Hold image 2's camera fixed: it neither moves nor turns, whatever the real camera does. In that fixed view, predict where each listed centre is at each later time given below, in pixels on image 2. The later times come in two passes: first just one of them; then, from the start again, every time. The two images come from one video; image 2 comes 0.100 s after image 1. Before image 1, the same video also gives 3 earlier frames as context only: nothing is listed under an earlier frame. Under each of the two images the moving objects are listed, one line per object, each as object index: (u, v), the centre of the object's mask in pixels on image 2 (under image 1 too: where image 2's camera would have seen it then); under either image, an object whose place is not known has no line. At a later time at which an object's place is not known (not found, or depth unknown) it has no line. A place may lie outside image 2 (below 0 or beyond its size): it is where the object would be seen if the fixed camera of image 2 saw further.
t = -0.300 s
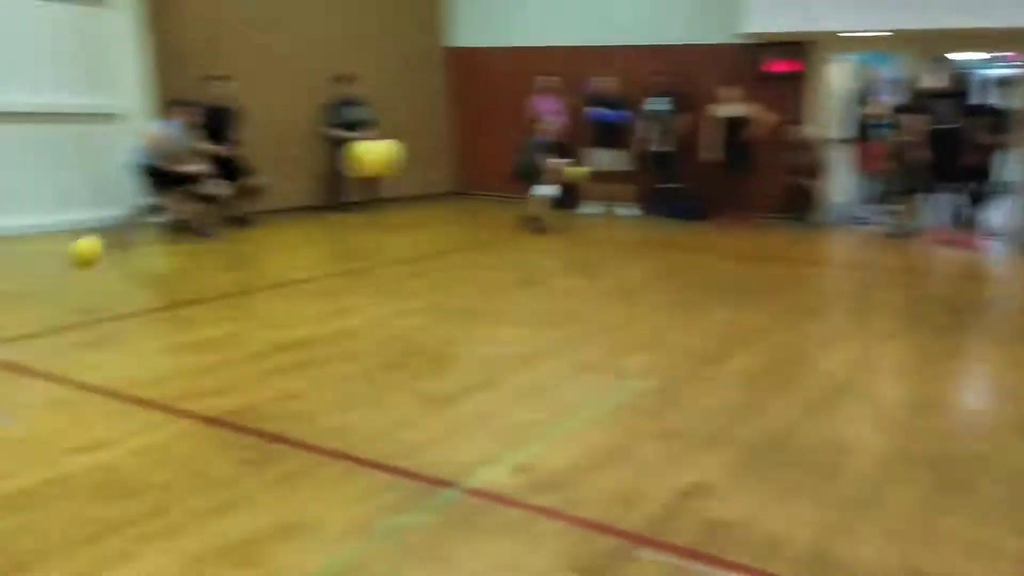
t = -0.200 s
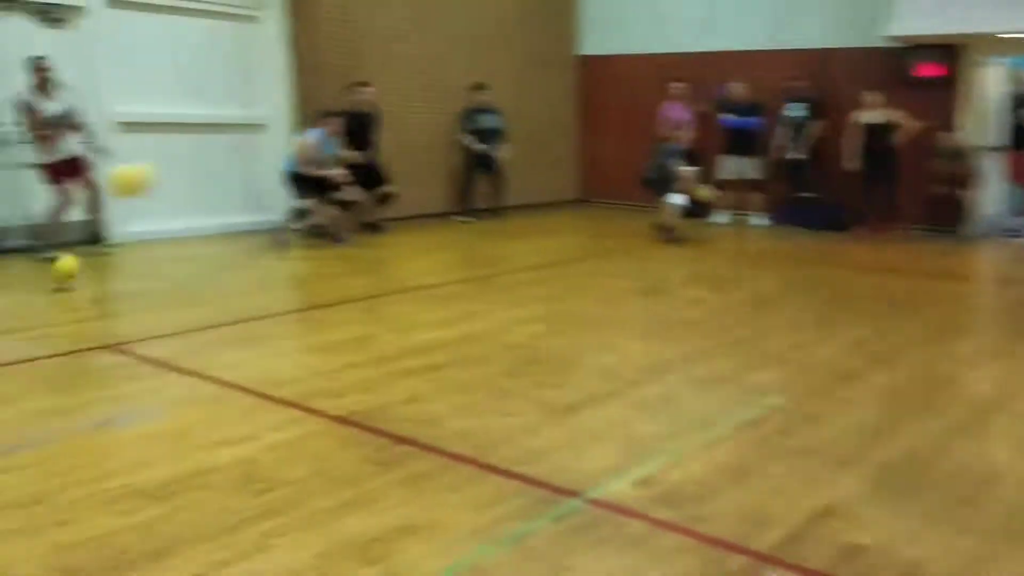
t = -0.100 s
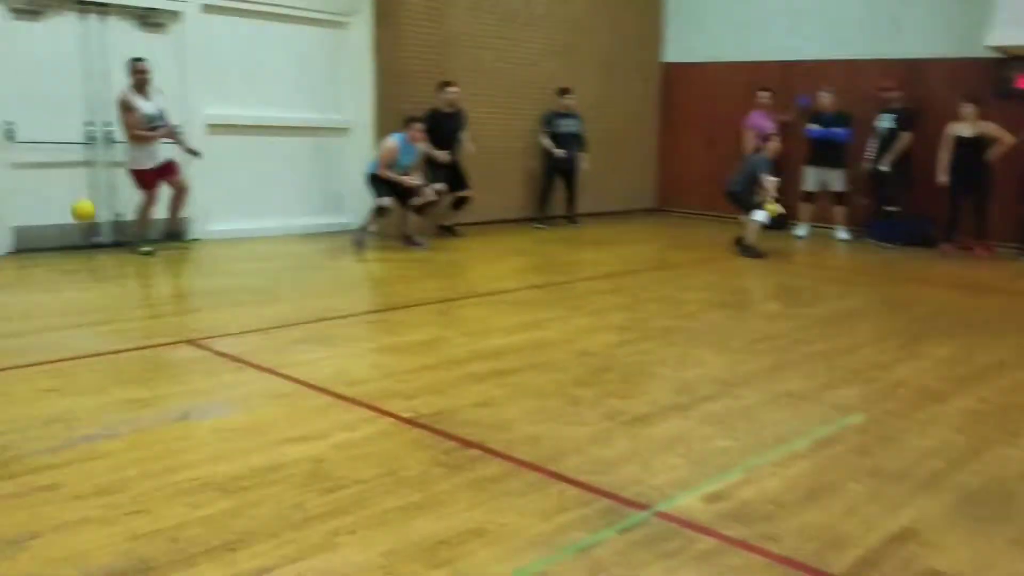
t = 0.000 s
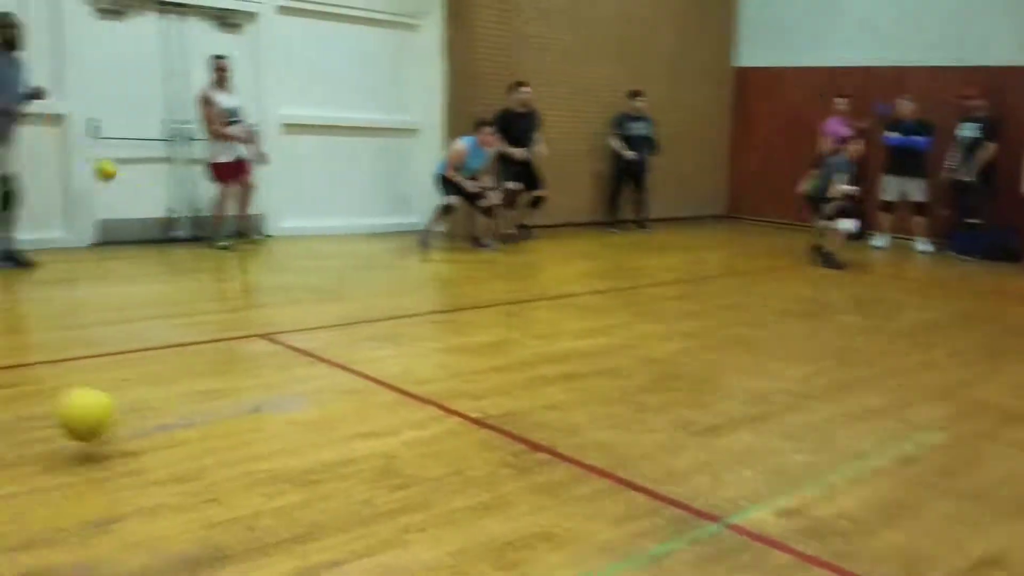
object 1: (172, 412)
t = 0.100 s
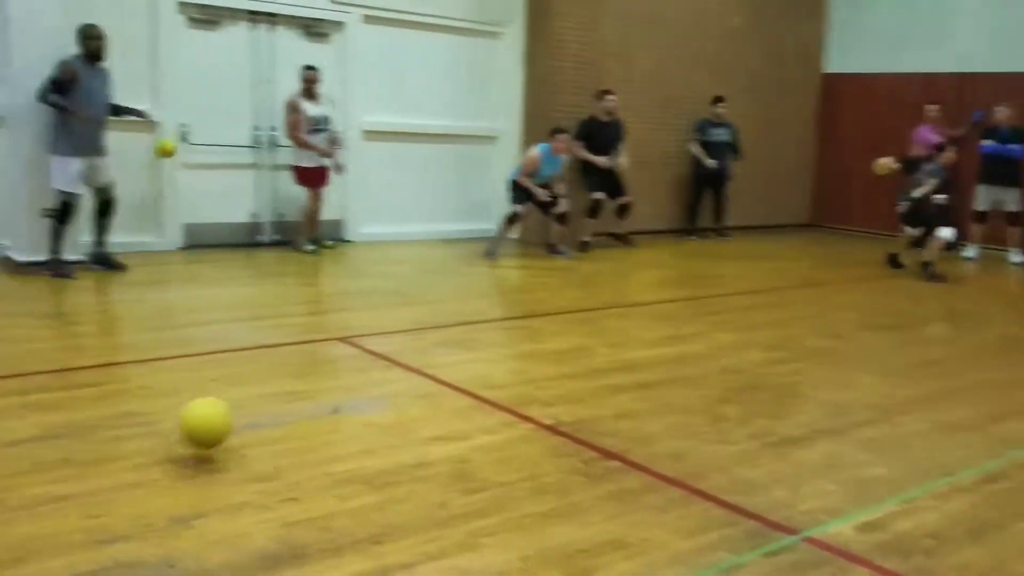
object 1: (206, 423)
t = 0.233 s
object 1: (250, 403)
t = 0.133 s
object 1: (216, 414)
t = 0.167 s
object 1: (227, 407)
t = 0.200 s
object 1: (240, 404)
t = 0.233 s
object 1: (250, 403)
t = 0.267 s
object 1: (261, 405)
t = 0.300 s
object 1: (273, 410)
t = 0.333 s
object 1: (280, 419)
